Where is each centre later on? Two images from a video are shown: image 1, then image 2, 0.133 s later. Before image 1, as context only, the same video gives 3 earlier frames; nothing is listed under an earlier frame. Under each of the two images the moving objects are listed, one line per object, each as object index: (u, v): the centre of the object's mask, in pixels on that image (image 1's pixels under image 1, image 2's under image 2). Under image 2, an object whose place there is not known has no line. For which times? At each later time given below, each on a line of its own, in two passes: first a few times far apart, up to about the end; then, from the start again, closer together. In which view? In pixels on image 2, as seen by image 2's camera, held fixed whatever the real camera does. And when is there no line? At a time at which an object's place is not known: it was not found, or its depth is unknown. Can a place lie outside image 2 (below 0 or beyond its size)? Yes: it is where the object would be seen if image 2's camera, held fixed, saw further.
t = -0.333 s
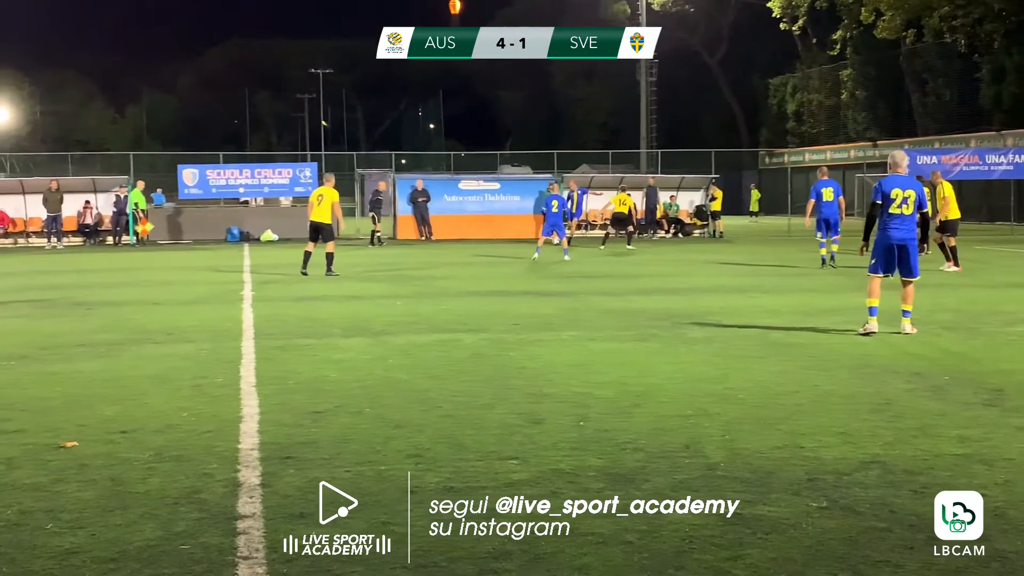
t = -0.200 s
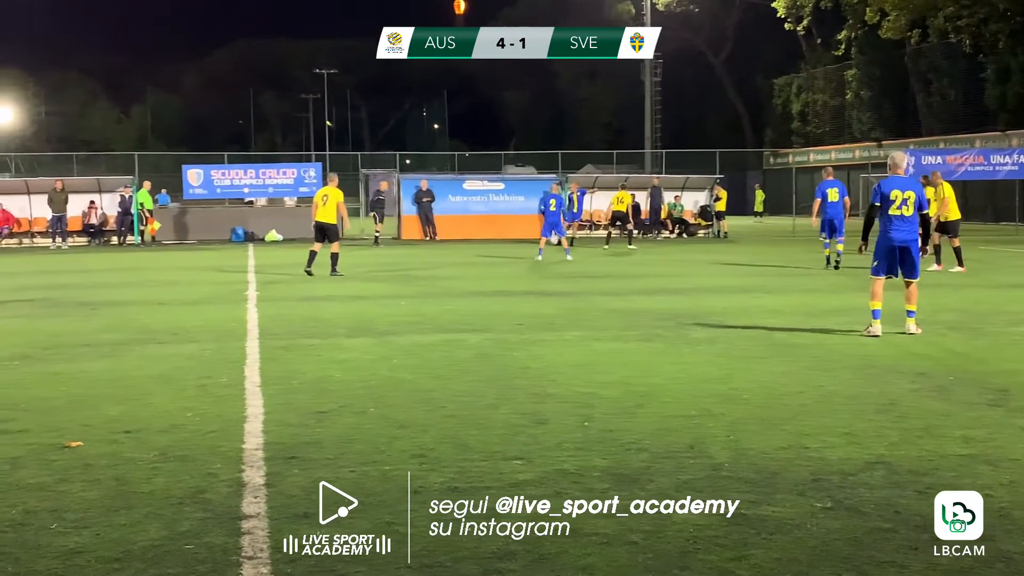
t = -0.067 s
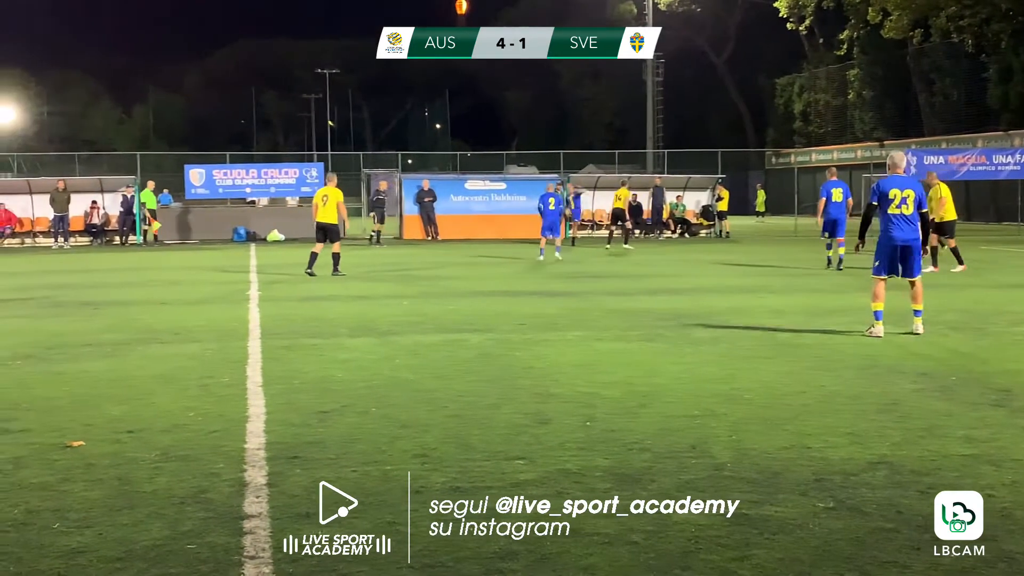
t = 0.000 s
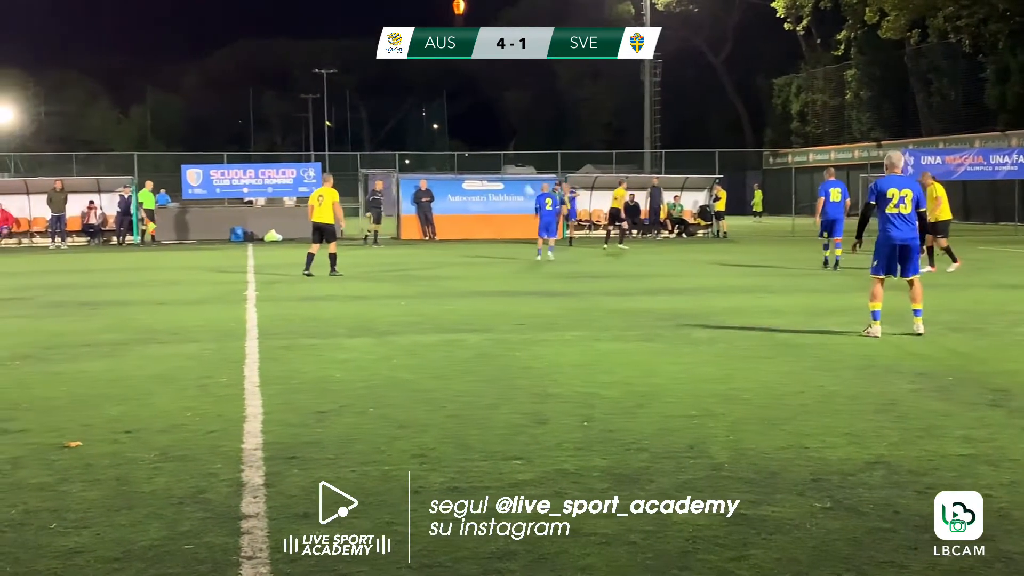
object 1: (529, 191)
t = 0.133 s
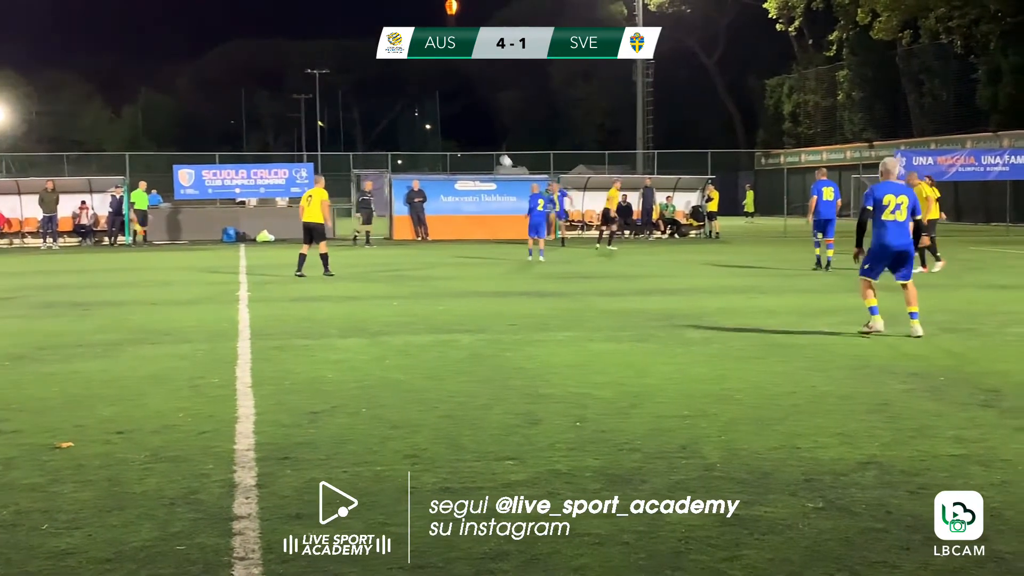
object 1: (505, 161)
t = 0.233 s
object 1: (495, 141)
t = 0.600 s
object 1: (463, 86)
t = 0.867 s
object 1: (442, 74)
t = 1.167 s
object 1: (424, 107)
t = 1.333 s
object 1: (417, 155)
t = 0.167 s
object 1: (502, 154)
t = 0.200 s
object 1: (499, 147)
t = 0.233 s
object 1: (495, 141)
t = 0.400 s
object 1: (480, 111)
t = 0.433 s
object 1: (477, 106)
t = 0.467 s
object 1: (474, 102)
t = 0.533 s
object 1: (468, 93)
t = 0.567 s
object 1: (465, 89)
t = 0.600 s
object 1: (463, 86)
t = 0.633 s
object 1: (460, 83)
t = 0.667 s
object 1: (457, 80)
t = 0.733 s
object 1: (452, 76)
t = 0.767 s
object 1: (450, 75)
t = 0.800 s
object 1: (447, 74)
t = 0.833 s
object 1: (445, 74)
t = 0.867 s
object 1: (442, 74)
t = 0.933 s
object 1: (438, 77)
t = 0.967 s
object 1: (436, 79)
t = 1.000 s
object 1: (434, 82)
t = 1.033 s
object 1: (431, 85)
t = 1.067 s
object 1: (430, 90)
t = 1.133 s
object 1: (426, 101)
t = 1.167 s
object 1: (424, 107)
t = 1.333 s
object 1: (417, 155)
